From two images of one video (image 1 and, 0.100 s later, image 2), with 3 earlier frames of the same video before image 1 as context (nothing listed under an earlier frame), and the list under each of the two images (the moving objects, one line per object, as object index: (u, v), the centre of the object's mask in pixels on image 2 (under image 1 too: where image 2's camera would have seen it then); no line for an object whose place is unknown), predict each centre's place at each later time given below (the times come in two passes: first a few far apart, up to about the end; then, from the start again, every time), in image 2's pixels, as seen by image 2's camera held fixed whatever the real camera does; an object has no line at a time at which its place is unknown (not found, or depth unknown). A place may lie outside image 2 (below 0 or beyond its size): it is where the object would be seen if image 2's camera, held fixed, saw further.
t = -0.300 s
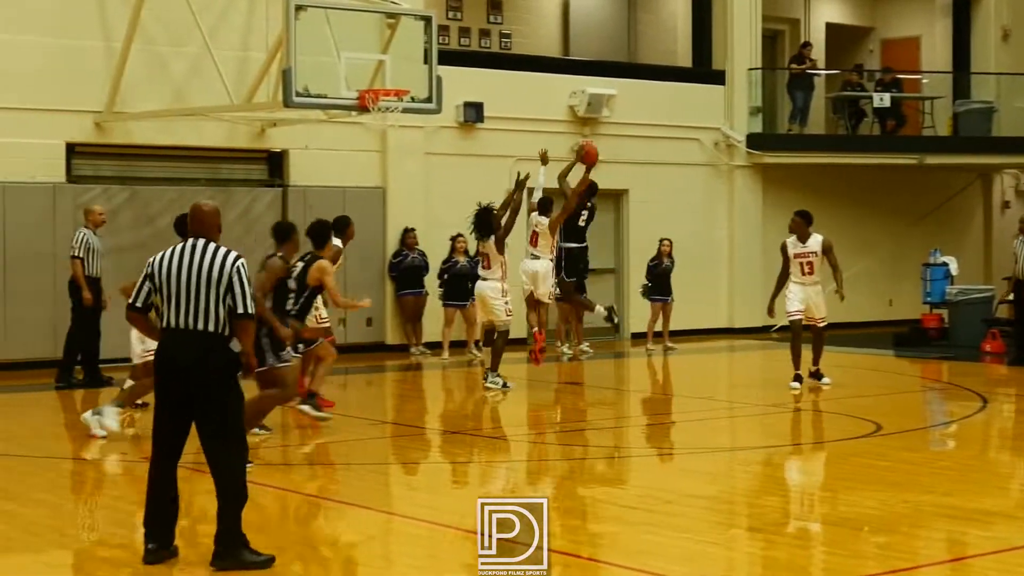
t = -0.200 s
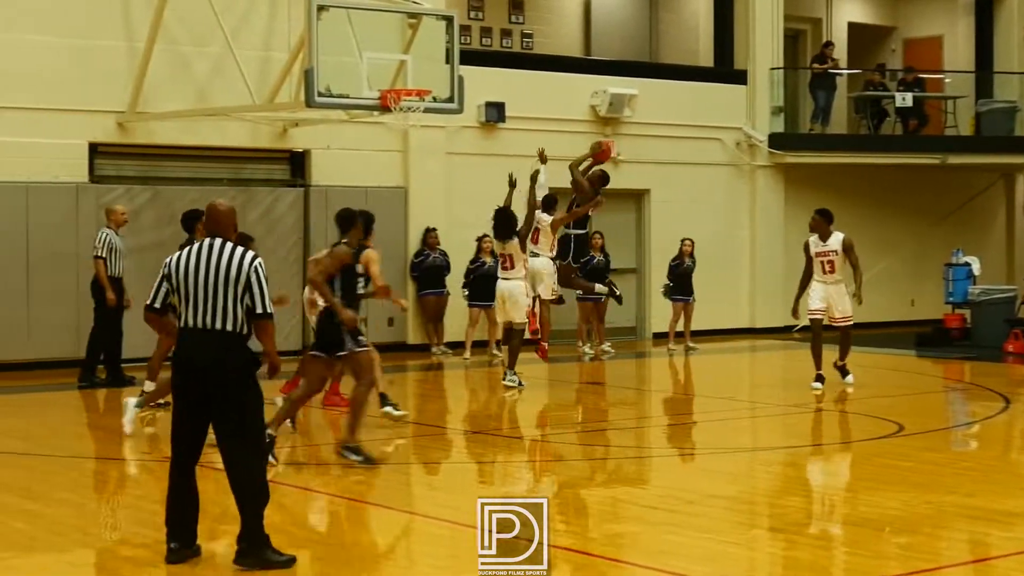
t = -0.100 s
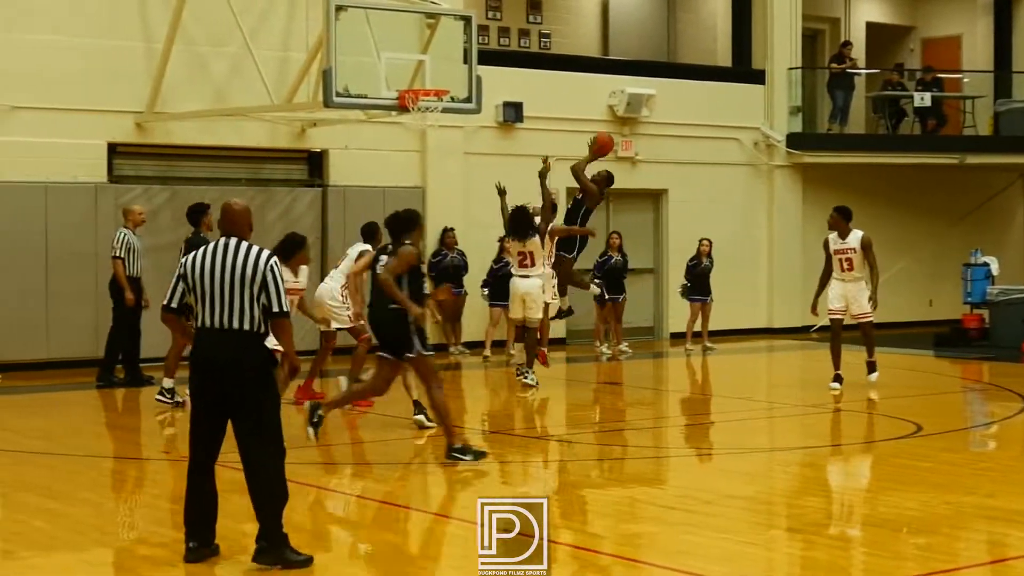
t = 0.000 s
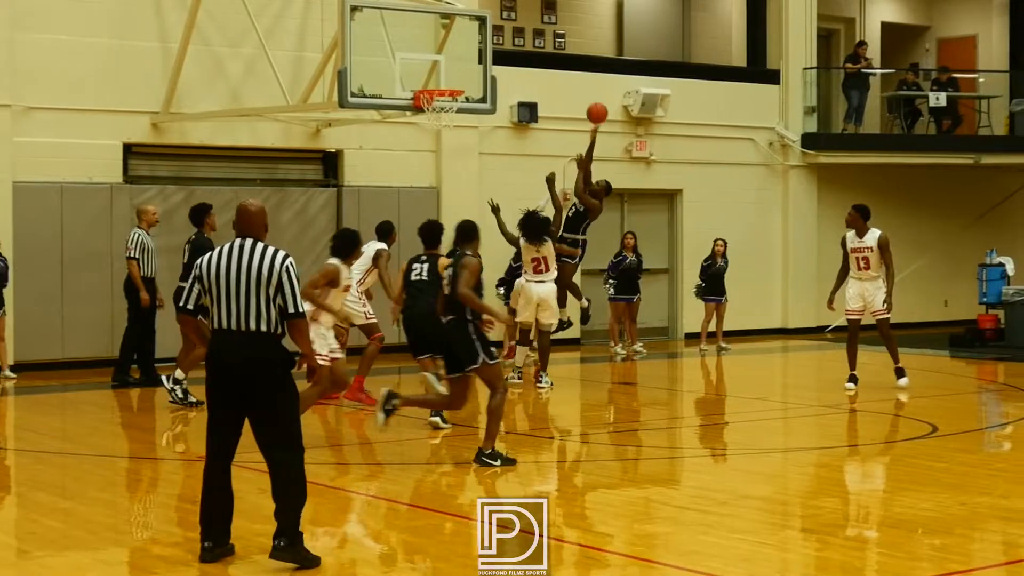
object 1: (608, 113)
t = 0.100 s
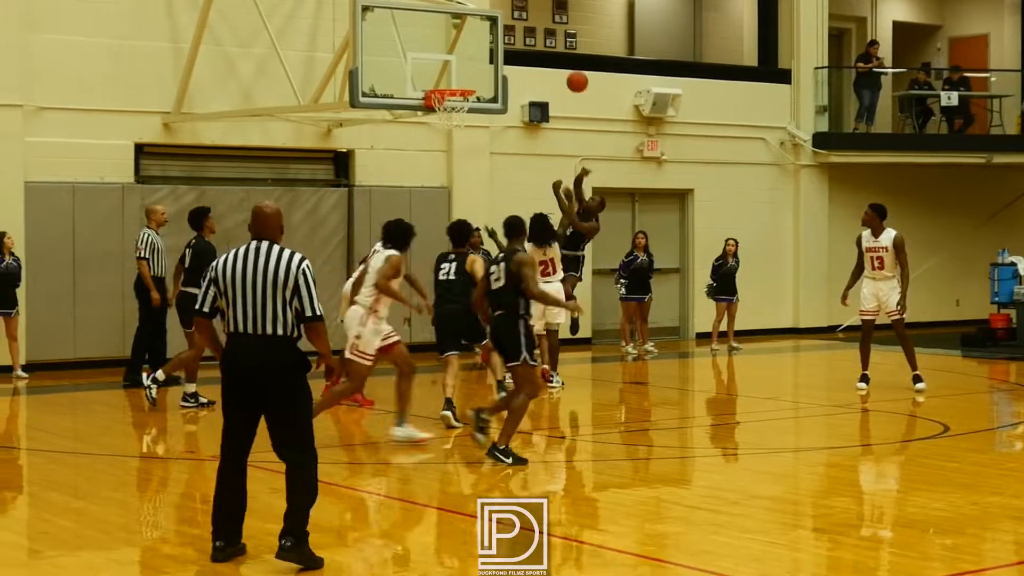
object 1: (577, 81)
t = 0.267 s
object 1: (525, 49)
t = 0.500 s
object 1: (474, 44)
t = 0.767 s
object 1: (445, 100)
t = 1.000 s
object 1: (453, 138)
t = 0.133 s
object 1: (567, 73)
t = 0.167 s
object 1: (556, 65)
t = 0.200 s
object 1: (545, 60)
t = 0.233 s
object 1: (535, 55)
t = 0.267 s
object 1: (525, 49)
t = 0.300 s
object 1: (513, 46)
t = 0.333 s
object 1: (503, 43)
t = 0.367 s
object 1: (492, 41)
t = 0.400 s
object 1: (485, 40)
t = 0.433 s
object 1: (482, 40)
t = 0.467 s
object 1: (478, 41)
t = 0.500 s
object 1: (474, 44)
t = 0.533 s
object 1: (470, 47)
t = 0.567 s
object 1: (467, 51)
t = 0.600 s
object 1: (463, 56)
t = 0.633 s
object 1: (459, 63)
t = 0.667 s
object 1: (455, 70)
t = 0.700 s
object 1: (451, 78)
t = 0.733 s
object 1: (449, 85)
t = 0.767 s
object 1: (445, 100)
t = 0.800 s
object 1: (444, 106)
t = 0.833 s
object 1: (444, 109)
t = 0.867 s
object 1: (446, 118)
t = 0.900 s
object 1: (447, 120)
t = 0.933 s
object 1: (449, 124)
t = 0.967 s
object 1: (451, 131)
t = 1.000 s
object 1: (453, 138)
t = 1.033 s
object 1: (455, 147)
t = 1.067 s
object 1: (457, 157)
